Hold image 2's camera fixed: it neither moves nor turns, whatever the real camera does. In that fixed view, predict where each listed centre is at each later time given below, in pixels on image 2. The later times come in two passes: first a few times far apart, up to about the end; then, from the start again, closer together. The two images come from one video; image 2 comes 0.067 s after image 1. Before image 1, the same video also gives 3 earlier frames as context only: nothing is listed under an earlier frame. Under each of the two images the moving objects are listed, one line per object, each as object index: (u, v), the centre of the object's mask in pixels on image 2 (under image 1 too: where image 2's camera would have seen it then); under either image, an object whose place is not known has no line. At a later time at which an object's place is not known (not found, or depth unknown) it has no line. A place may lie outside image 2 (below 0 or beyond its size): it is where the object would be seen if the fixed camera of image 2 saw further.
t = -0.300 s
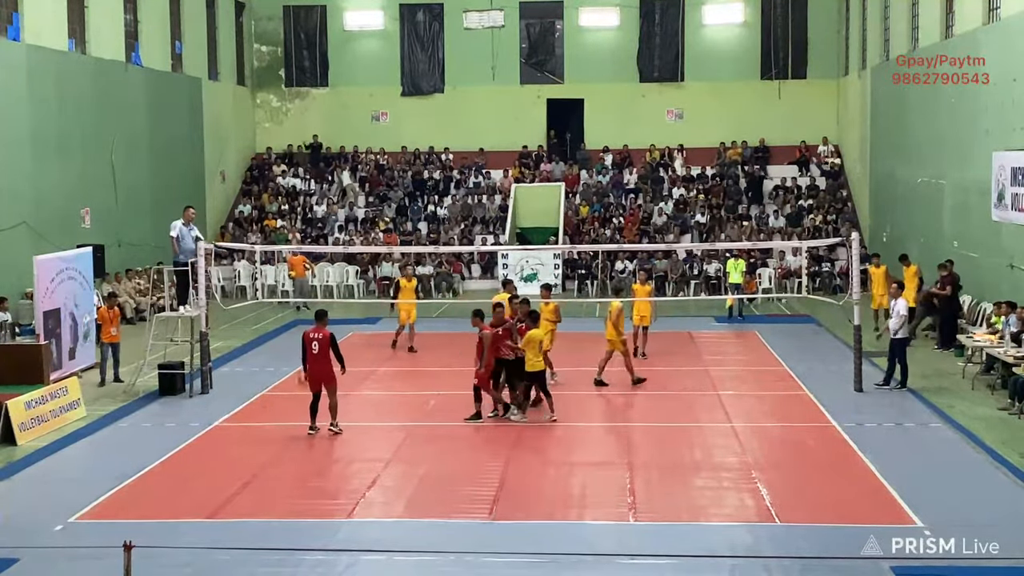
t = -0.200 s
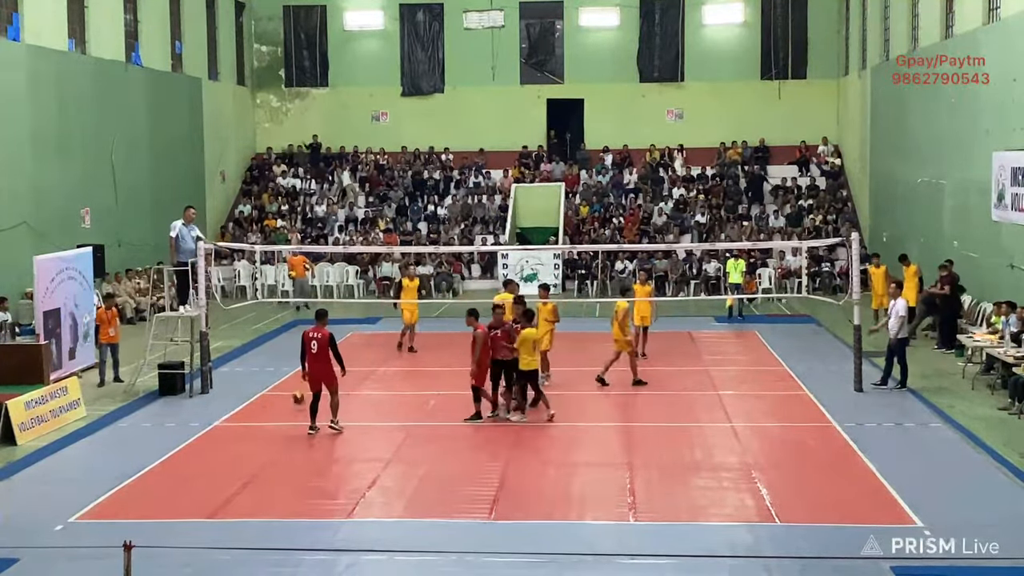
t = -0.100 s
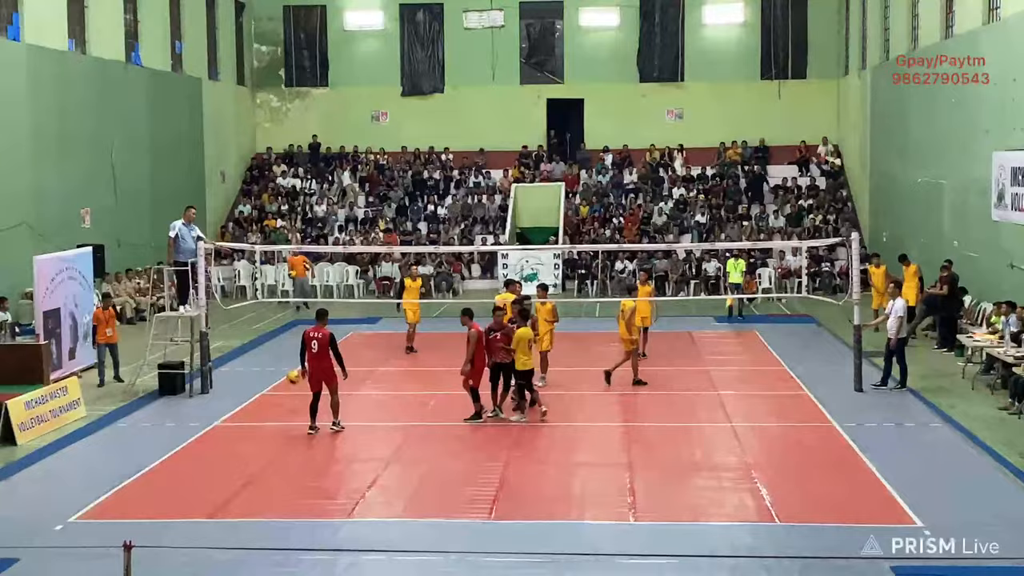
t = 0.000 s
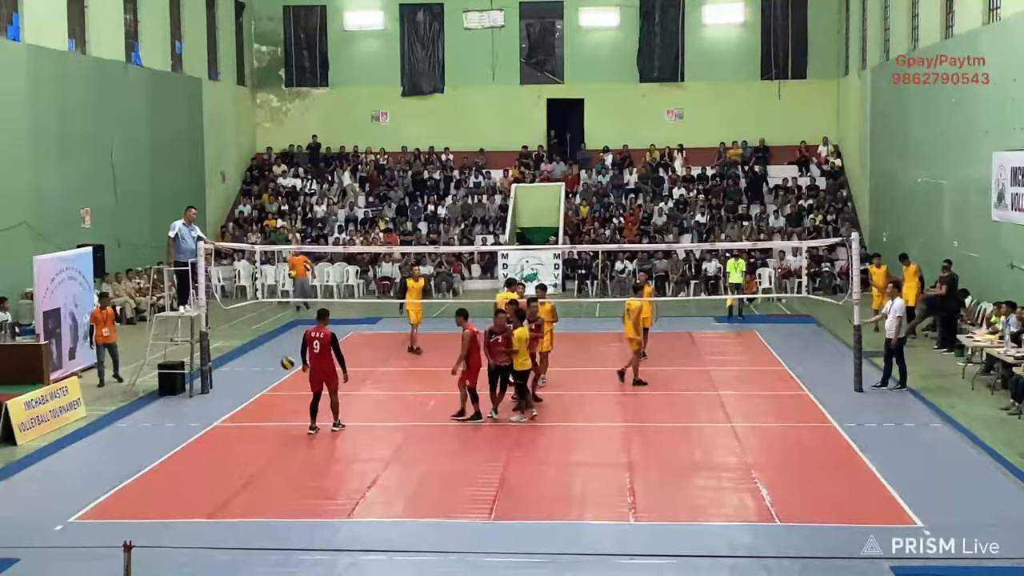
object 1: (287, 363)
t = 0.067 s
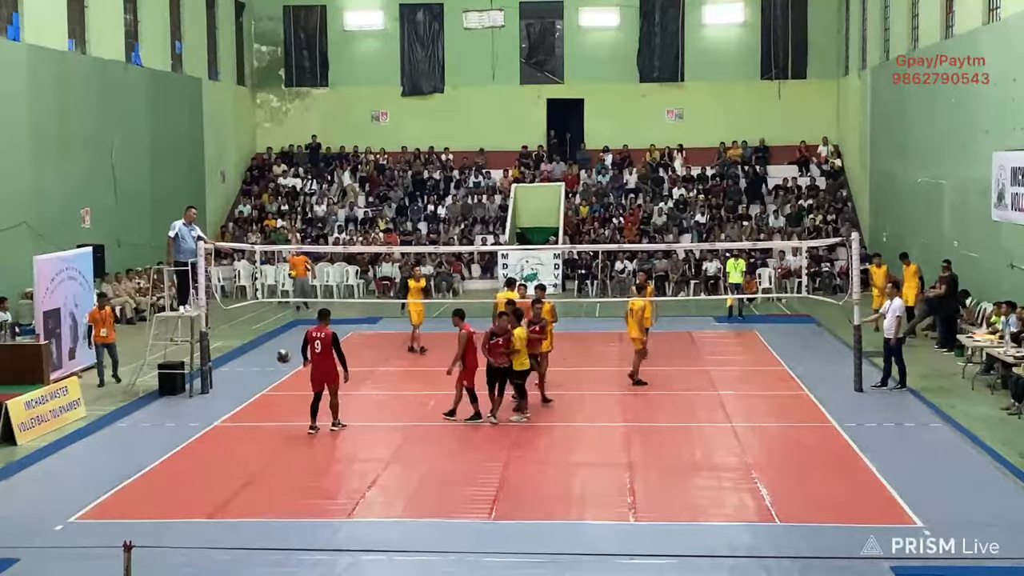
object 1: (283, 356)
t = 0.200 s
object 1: (276, 352)
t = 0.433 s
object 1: (263, 372)
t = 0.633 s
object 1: (252, 420)
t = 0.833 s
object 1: (242, 398)
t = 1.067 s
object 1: (233, 389)
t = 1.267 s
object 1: (223, 413)
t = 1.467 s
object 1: (215, 438)
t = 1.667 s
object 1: (205, 422)
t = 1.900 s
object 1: (193, 441)
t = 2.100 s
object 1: (184, 454)
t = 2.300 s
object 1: (173, 447)
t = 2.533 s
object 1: (161, 480)
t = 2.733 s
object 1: (151, 470)
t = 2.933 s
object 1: (140, 486)
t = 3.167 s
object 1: (128, 489)
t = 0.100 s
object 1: (281, 354)
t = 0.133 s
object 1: (280, 353)
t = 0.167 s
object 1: (278, 352)
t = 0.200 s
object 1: (276, 352)
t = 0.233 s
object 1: (274, 353)
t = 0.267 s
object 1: (272, 354)
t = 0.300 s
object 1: (270, 357)
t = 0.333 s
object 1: (268, 359)
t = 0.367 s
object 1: (266, 363)
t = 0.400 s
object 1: (265, 367)
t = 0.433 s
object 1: (263, 372)
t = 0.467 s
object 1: (261, 378)
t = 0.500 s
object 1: (260, 385)
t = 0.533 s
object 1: (257, 393)
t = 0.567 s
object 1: (255, 401)
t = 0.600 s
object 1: (254, 410)
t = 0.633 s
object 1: (252, 420)
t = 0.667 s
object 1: (250, 425)
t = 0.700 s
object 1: (249, 418)
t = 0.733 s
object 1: (248, 411)
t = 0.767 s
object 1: (246, 406)
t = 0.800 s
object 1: (245, 401)
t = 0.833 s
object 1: (242, 398)
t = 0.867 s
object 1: (241, 394)
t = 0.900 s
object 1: (240, 391)
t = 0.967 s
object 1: (236, 388)
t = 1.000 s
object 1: (235, 387)
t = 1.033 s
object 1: (234, 387)
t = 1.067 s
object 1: (233, 389)
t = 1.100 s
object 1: (231, 391)
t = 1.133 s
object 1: (230, 394)
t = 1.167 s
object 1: (228, 398)
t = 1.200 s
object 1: (227, 402)
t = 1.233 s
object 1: (225, 406)
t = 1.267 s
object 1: (223, 413)
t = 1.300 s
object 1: (223, 419)
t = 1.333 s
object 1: (222, 427)
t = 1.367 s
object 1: (220, 434)
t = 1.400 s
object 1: (219, 446)
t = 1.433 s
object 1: (217, 444)
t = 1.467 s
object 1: (215, 438)
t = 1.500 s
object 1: (213, 434)
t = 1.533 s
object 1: (212, 429)
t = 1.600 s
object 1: (208, 424)
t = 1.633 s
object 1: (207, 423)
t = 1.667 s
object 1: (205, 422)
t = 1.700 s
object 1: (204, 422)
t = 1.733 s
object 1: (202, 423)
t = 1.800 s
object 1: (198, 428)
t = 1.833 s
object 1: (197, 430)
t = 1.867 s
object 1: (195, 435)
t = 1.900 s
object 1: (193, 441)
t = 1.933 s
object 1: (191, 446)
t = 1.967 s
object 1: (190, 453)
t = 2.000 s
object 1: (189, 461)
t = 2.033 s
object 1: (187, 463)
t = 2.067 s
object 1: (185, 458)
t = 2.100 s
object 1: (184, 454)
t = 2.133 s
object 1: (181, 451)
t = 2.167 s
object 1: (180, 448)
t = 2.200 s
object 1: (178, 447)
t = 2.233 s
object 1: (176, 446)
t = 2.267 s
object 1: (174, 446)
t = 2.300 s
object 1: (173, 447)
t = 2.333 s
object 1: (171, 449)
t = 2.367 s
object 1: (169, 451)
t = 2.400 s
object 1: (167, 455)
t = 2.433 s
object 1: (166, 460)
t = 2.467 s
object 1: (164, 466)
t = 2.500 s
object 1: (162, 472)
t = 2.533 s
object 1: (161, 480)
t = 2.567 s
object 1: (159, 480)
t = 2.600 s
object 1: (157, 476)
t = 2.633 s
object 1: (156, 473)
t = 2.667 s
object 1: (154, 471)
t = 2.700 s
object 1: (152, 470)
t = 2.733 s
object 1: (151, 470)
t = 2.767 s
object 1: (148, 470)
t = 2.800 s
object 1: (147, 471)
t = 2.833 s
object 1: (145, 474)
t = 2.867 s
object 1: (143, 478)
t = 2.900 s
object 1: (142, 481)
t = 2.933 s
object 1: (140, 486)
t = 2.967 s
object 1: (138, 494)
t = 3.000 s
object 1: (137, 497)
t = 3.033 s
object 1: (135, 493)
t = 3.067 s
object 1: (133, 491)
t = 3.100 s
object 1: (131, 489)
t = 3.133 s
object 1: (129, 489)
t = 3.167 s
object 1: (128, 489)
